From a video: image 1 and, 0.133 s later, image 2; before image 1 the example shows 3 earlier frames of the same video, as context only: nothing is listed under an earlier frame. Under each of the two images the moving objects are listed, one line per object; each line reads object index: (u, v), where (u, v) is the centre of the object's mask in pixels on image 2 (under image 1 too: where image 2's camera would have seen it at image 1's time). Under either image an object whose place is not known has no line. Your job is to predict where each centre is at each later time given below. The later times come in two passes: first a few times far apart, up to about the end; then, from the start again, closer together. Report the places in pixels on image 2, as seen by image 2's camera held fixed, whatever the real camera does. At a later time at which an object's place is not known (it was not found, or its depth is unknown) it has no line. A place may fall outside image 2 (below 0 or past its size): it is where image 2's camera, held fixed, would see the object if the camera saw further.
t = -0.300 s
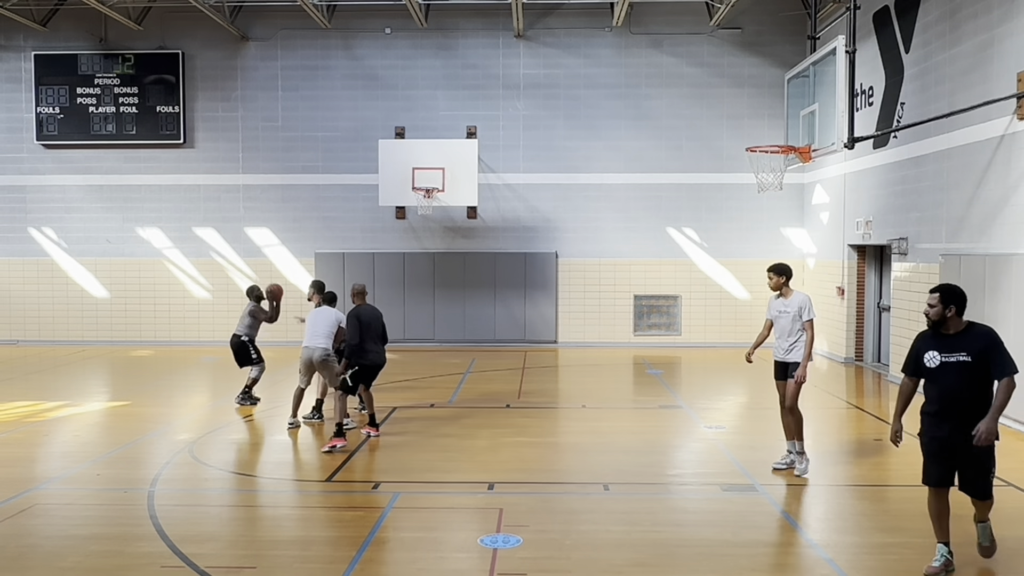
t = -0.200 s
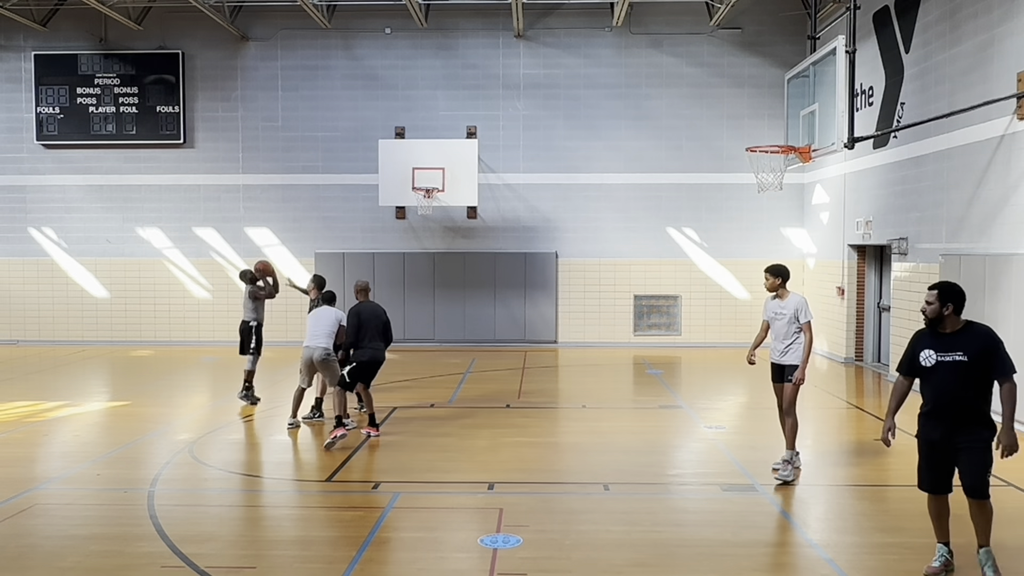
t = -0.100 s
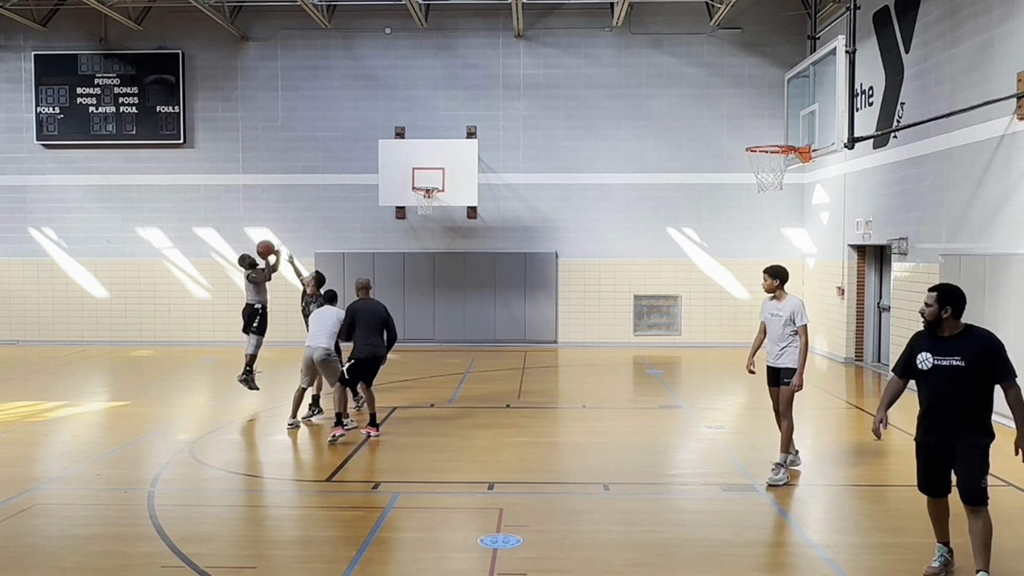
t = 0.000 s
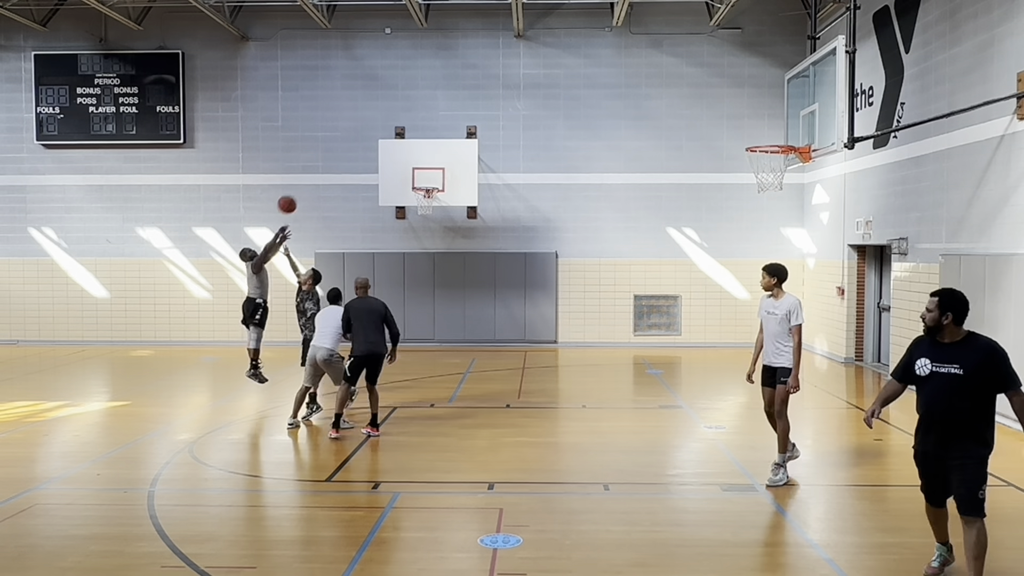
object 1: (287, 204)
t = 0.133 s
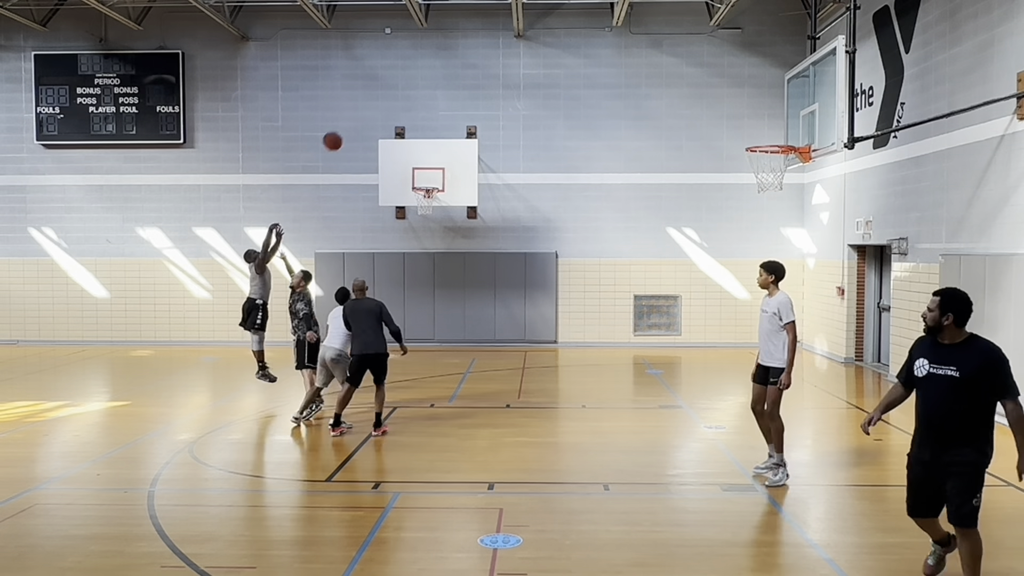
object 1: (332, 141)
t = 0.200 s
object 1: (356, 114)
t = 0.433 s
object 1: (442, 42)
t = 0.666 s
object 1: (533, 13)
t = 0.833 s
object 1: (601, 20)
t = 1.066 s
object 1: (702, 74)
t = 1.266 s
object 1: (776, 155)
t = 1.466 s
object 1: (759, 164)
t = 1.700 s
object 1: (759, 186)
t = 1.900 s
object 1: (766, 239)
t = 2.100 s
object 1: (773, 335)
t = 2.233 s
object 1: (778, 421)
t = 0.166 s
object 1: (344, 127)
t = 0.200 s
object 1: (356, 114)
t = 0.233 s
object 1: (368, 101)
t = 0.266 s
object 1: (380, 90)
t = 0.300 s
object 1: (392, 79)
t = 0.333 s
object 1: (404, 69)
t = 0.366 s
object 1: (417, 59)
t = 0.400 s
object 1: (429, 50)
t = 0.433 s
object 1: (442, 42)
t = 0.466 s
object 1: (454, 35)
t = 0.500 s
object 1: (467, 29)
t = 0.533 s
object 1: (480, 24)
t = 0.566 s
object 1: (493, 20)
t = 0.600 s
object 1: (505, 17)
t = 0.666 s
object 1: (533, 13)
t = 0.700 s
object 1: (546, 12)
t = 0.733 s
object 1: (559, 13)
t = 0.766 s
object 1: (573, 14)
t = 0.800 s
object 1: (587, 16)
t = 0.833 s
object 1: (601, 20)
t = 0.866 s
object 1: (615, 25)
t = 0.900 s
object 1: (629, 30)
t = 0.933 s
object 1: (643, 37)
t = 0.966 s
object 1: (658, 45)
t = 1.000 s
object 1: (673, 53)
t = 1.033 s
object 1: (687, 63)
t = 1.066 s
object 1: (702, 74)
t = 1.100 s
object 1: (717, 86)
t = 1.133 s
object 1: (732, 99)
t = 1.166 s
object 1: (747, 113)
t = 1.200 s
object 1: (762, 128)
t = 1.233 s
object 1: (777, 140)
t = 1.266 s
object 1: (776, 155)
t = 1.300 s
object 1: (774, 166)
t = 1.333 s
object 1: (771, 169)
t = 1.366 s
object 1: (766, 167)
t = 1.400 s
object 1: (762, 163)
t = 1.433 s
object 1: (760, 163)
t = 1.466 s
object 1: (759, 164)
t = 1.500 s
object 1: (758, 166)
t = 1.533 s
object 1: (757, 168)
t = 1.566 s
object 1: (756, 171)
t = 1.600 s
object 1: (757, 174)
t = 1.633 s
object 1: (757, 177)
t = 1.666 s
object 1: (758, 181)
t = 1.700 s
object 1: (759, 186)
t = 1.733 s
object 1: (760, 191)
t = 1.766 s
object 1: (762, 199)
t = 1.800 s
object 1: (763, 207)
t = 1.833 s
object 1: (764, 217)
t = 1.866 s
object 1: (765, 228)
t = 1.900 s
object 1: (766, 239)
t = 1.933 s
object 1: (767, 252)
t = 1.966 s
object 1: (768, 266)
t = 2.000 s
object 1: (770, 282)
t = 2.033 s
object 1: (771, 298)
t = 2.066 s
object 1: (772, 316)
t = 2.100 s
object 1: (773, 335)
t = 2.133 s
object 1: (775, 354)
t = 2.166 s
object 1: (776, 375)
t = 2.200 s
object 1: (777, 397)
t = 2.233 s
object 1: (778, 421)
